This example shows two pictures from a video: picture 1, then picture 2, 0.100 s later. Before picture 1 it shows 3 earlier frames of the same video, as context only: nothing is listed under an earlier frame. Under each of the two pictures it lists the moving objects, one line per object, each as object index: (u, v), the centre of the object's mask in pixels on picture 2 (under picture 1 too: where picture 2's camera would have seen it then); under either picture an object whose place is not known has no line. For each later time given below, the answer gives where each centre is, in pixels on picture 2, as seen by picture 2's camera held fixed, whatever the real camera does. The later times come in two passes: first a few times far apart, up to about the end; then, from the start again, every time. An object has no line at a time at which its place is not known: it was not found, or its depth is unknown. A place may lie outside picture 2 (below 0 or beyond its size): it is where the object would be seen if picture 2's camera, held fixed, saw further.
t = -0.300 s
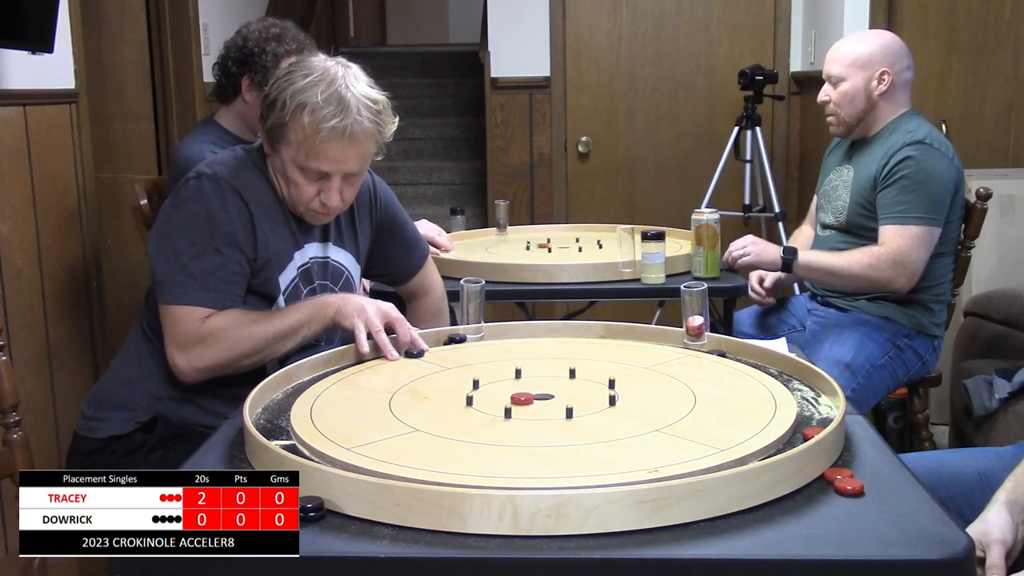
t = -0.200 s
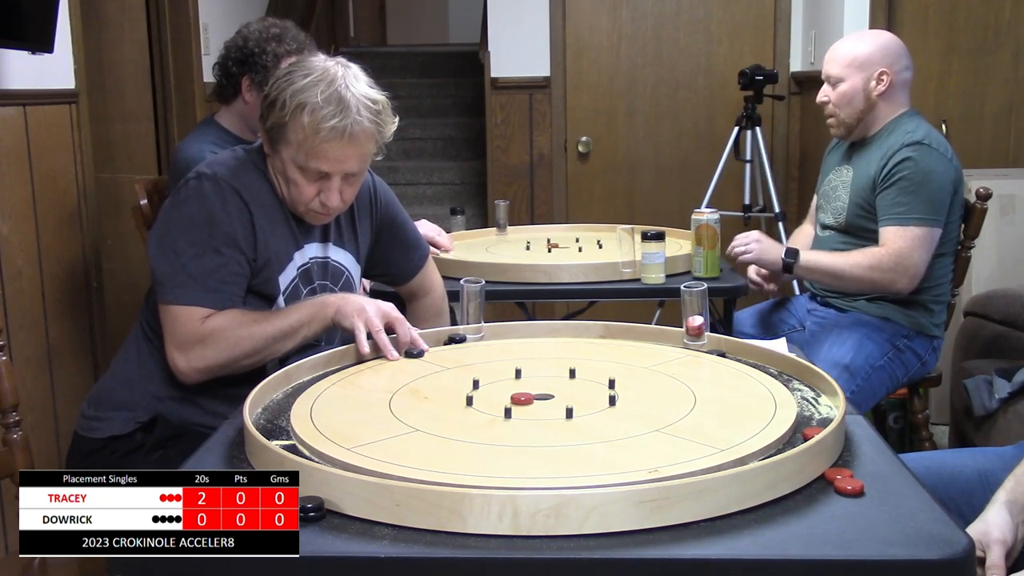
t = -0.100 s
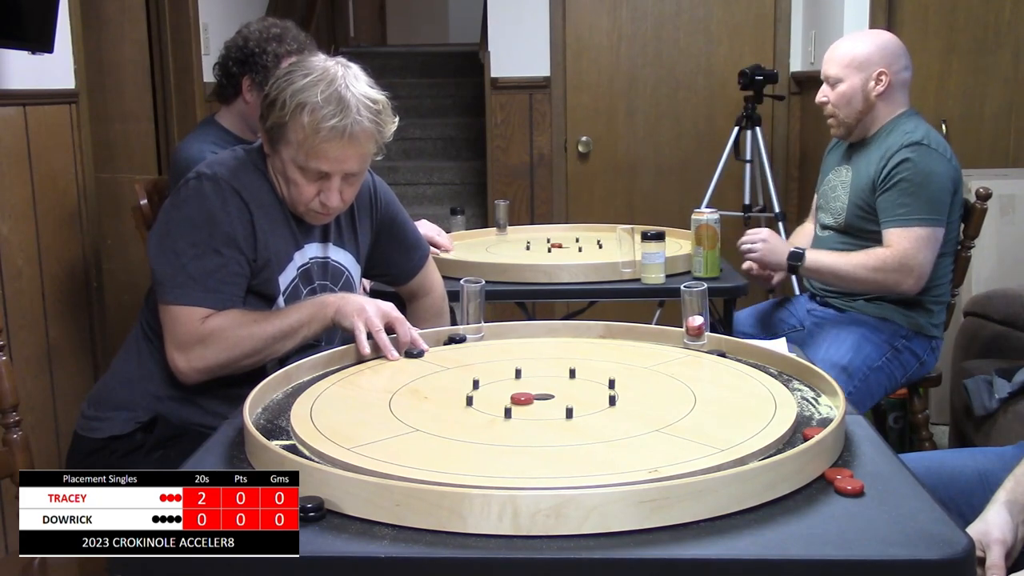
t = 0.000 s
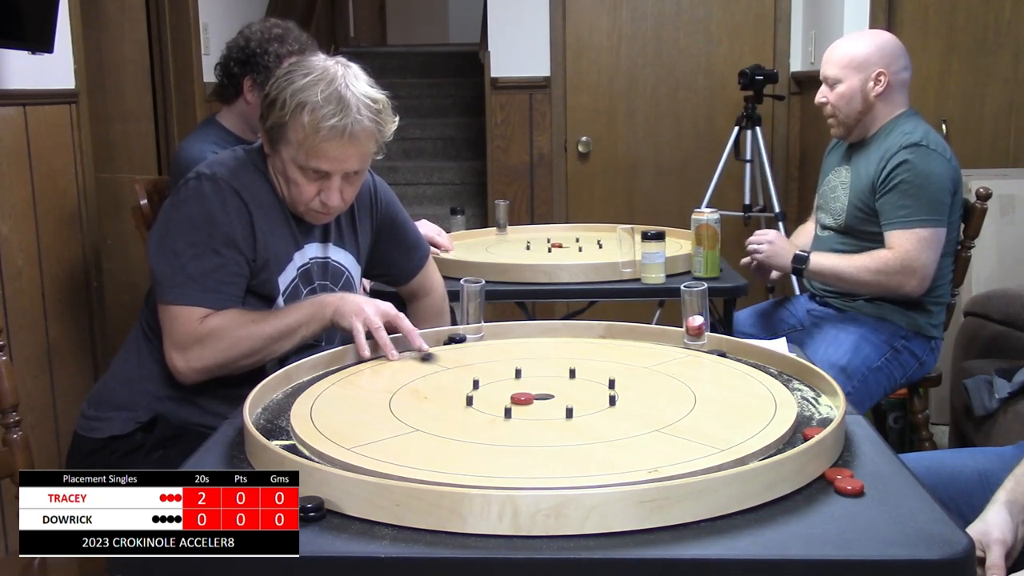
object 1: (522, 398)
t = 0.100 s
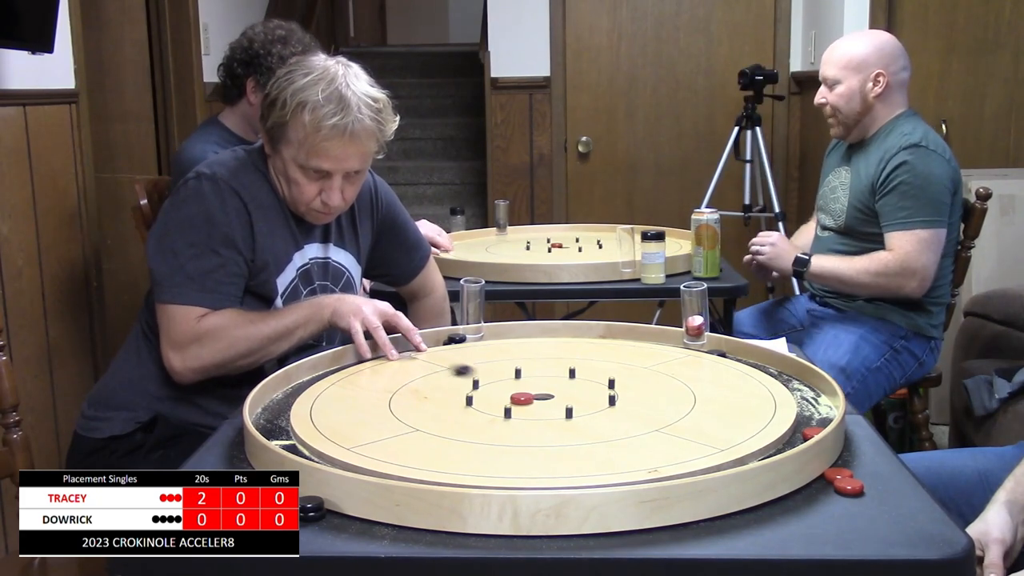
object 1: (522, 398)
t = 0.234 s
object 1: (522, 398)
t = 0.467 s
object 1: (536, 419)
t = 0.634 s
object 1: (543, 430)
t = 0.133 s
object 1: (522, 398)
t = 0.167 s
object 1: (522, 398)
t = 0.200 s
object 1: (522, 398)
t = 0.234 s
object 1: (522, 398)
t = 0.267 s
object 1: (522, 398)
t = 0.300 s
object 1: (524, 401)
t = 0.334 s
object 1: (527, 405)
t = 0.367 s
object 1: (529, 409)
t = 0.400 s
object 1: (531, 413)
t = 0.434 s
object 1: (534, 416)
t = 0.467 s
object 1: (536, 419)
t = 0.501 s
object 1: (538, 421)
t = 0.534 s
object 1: (540, 424)
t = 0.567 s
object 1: (541, 426)
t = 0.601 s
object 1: (542, 428)
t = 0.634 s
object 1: (543, 430)
